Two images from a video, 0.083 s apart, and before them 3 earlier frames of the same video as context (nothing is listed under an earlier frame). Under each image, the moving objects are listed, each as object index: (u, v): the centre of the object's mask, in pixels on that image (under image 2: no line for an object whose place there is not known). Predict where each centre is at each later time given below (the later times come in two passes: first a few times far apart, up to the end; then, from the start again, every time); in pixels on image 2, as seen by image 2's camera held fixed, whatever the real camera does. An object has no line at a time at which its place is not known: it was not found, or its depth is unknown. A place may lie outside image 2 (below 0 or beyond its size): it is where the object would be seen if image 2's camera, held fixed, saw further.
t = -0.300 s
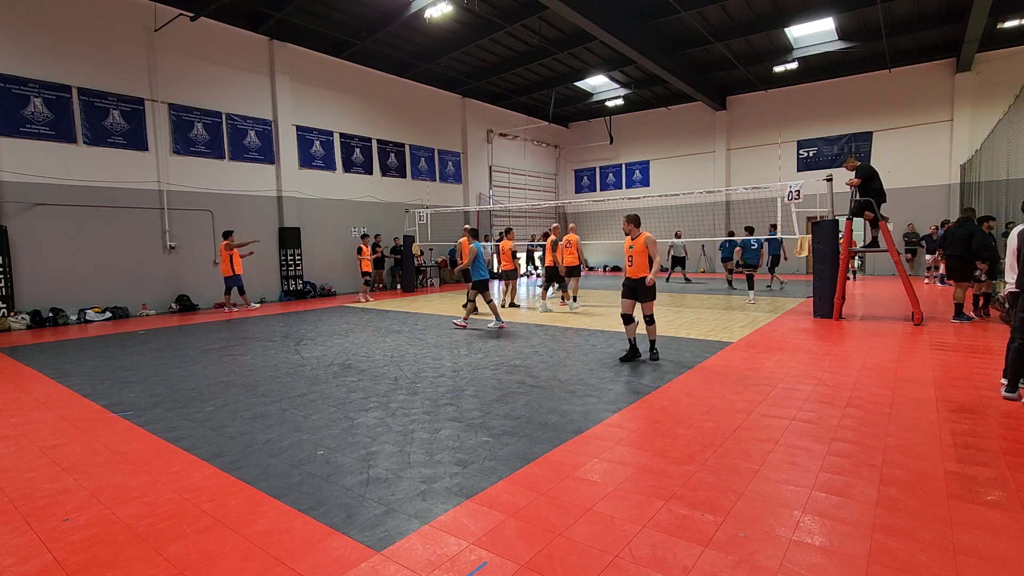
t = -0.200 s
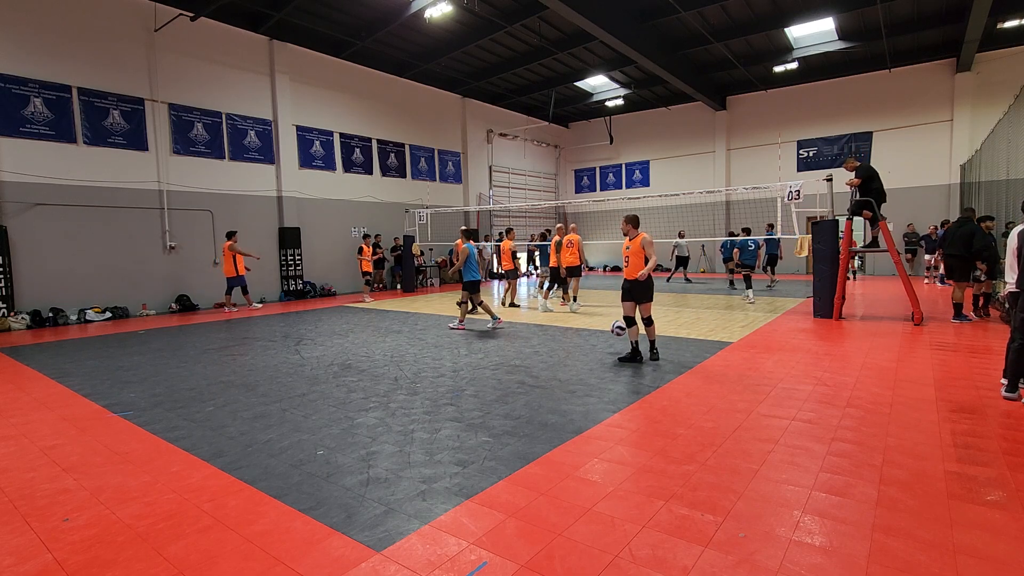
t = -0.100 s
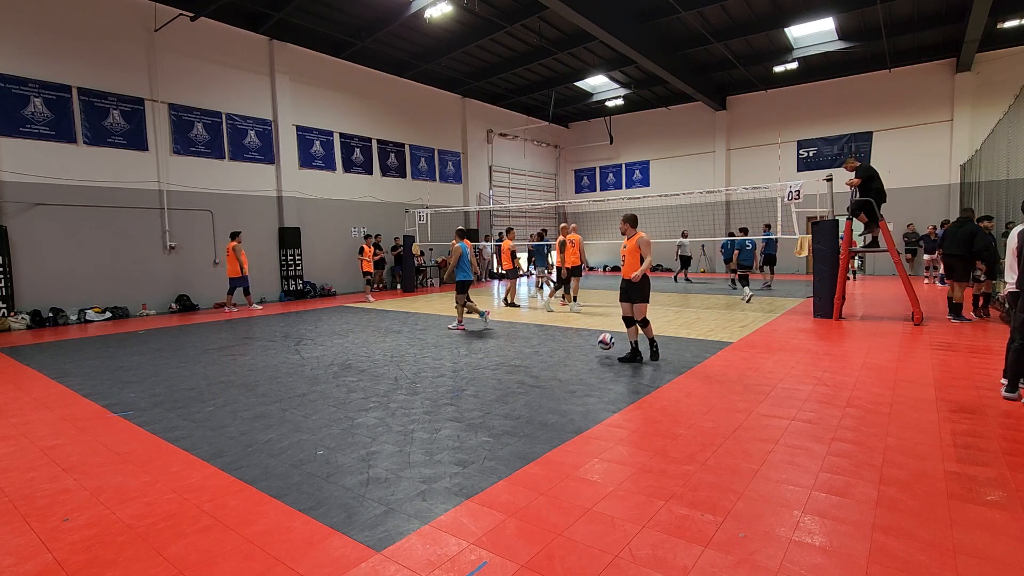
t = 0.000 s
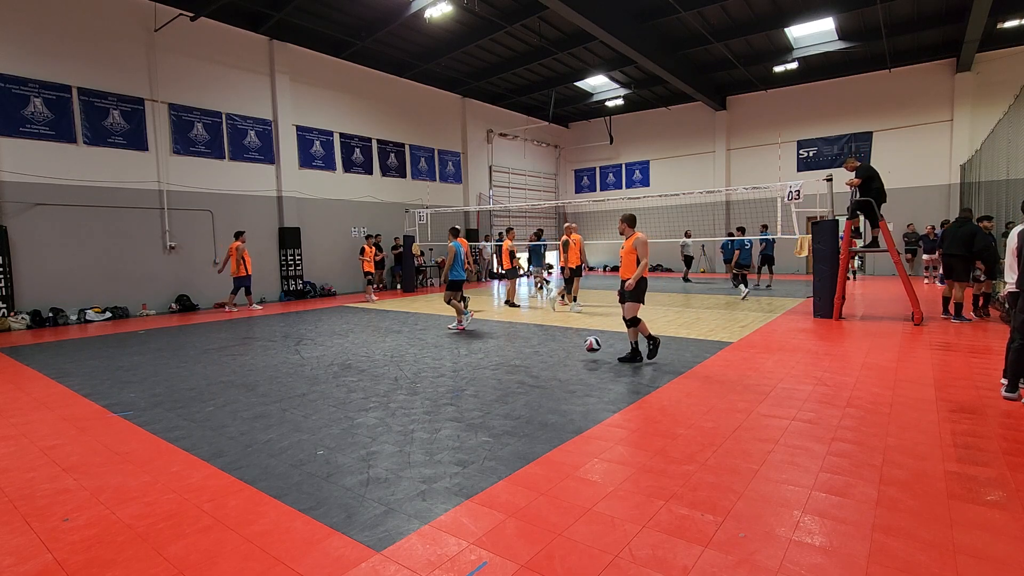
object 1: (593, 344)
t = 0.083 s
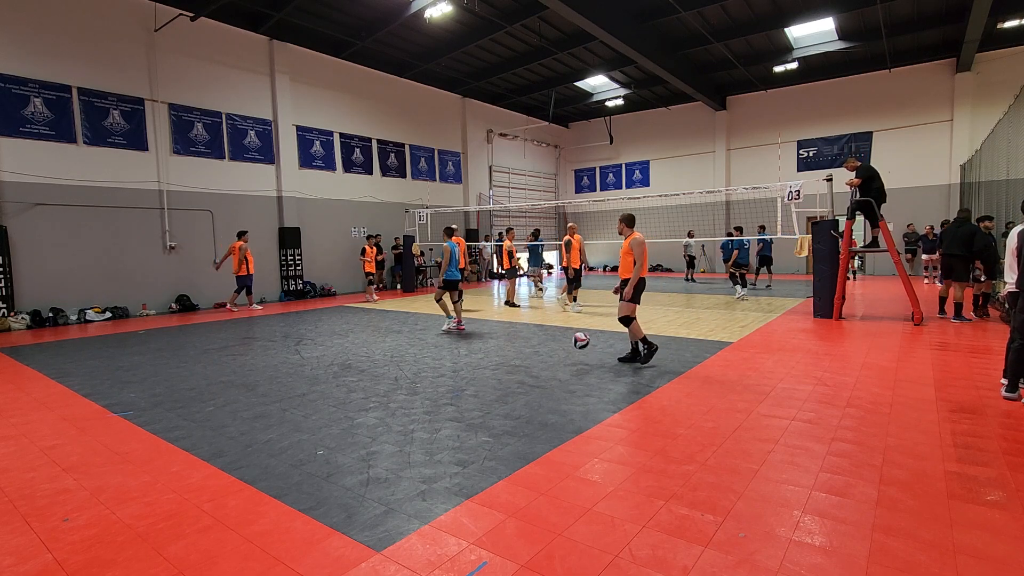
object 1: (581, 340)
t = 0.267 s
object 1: (554, 352)
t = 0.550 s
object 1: (508, 361)
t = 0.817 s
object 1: (457, 378)
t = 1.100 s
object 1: (393, 399)
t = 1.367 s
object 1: (323, 424)
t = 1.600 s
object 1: (246, 444)
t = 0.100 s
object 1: (579, 341)
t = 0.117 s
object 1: (576, 340)
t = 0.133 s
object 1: (574, 341)
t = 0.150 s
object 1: (571, 341)
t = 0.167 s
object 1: (569, 342)
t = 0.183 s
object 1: (567, 343)
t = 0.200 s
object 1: (564, 344)
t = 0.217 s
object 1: (562, 346)
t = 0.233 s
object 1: (559, 348)
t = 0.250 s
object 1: (556, 349)
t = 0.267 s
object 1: (554, 352)
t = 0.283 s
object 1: (552, 355)
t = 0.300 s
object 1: (549, 357)
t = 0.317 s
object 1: (546, 360)
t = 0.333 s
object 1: (544, 364)
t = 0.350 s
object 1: (541, 363)
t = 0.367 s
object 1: (538, 361)
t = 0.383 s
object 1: (536, 360)
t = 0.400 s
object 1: (533, 359)
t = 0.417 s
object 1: (530, 358)
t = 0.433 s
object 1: (527, 358)
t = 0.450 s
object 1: (524, 357)
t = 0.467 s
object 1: (522, 357)
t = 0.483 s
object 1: (519, 358)
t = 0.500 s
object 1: (516, 358)
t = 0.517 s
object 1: (513, 359)
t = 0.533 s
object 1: (511, 360)
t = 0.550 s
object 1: (508, 361)
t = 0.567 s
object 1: (505, 362)
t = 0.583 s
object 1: (501, 365)
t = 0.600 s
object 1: (499, 367)
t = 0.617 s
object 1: (496, 369)
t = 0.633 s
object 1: (493, 372)
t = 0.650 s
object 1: (490, 375)
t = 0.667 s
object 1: (487, 378)
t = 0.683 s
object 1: (483, 379)
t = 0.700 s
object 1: (480, 378)
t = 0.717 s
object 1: (477, 377)
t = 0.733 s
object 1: (474, 376)
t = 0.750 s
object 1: (470, 376)
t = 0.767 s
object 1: (467, 377)
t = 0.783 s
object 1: (464, 377)
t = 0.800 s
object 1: (461, 377)
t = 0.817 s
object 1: (457, 378)
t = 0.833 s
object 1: (454, 379)
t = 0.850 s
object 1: (450, 381)
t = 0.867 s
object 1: (447, 382)
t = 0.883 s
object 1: (443, 384)
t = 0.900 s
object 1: (440, 387)
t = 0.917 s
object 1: (436, 390)
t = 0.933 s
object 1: (432, 392)
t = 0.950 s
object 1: (429, 394)
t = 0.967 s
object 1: (425, 393)
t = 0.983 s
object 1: (421, 393)
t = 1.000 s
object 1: (417, 393)
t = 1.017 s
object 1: (414, 393)
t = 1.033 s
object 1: (410, 393)
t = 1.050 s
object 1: (406, 394)
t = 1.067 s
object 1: (402, 395)
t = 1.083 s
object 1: (397, 396)
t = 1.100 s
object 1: (393, 399)
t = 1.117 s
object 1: (390, 401)
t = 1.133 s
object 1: (385, 404)
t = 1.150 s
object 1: (381, 406)
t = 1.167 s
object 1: (377, 408)
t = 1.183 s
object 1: (373, 408)
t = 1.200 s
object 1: (369, 407)
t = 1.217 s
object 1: (364, 407)
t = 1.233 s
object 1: (360, 408)
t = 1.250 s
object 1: (355, 409)
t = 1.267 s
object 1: (351, 410)
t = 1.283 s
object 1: (346, 412)
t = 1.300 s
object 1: (341, 414)
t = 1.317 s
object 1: (337, 416)
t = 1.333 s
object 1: (332, 418)
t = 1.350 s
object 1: (327, 422)
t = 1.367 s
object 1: (323, 424)
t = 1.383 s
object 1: (318, 423)
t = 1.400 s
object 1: (312, 424)
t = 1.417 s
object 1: (307, 424)
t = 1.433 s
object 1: (302, 426)
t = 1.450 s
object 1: (297, 427)
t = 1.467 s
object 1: (292, 428)
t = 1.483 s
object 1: (287, 430)
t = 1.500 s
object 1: (281, 433)
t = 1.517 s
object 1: (275, 437)
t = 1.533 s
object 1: (270, 439)
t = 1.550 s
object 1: (264, 439)
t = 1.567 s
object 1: (258, 441)
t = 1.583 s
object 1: (253, 442)
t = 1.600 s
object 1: (246, 444)
